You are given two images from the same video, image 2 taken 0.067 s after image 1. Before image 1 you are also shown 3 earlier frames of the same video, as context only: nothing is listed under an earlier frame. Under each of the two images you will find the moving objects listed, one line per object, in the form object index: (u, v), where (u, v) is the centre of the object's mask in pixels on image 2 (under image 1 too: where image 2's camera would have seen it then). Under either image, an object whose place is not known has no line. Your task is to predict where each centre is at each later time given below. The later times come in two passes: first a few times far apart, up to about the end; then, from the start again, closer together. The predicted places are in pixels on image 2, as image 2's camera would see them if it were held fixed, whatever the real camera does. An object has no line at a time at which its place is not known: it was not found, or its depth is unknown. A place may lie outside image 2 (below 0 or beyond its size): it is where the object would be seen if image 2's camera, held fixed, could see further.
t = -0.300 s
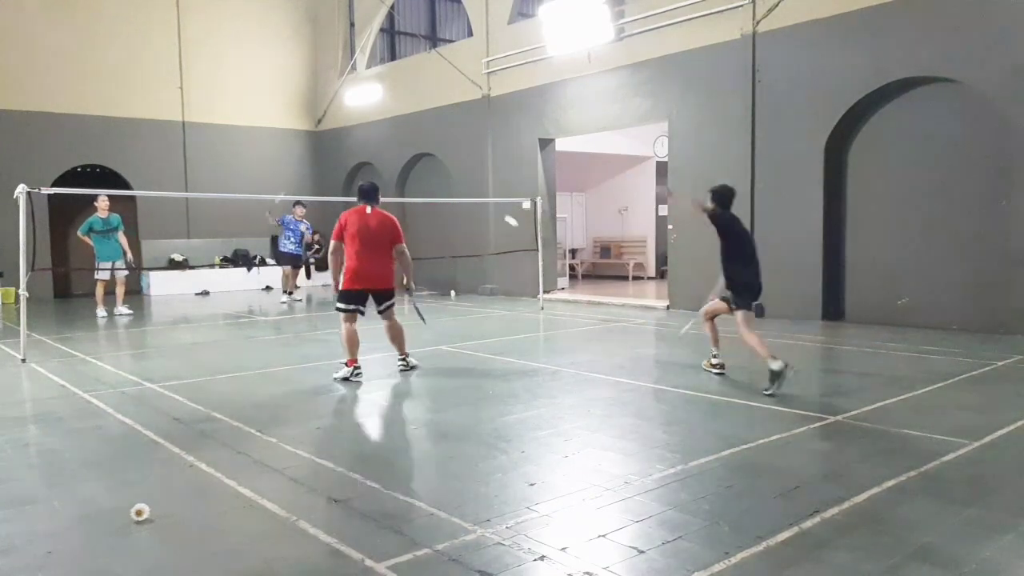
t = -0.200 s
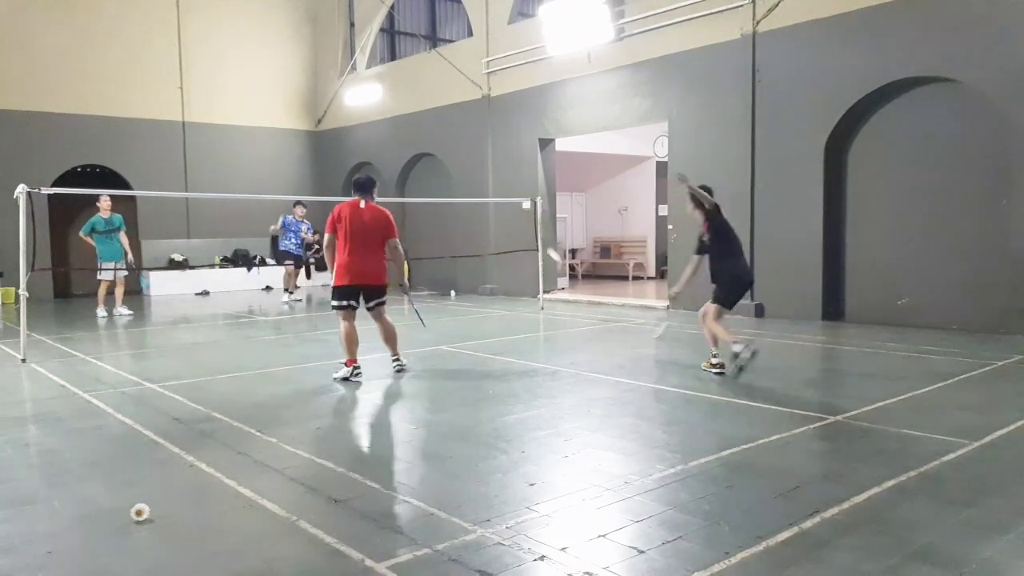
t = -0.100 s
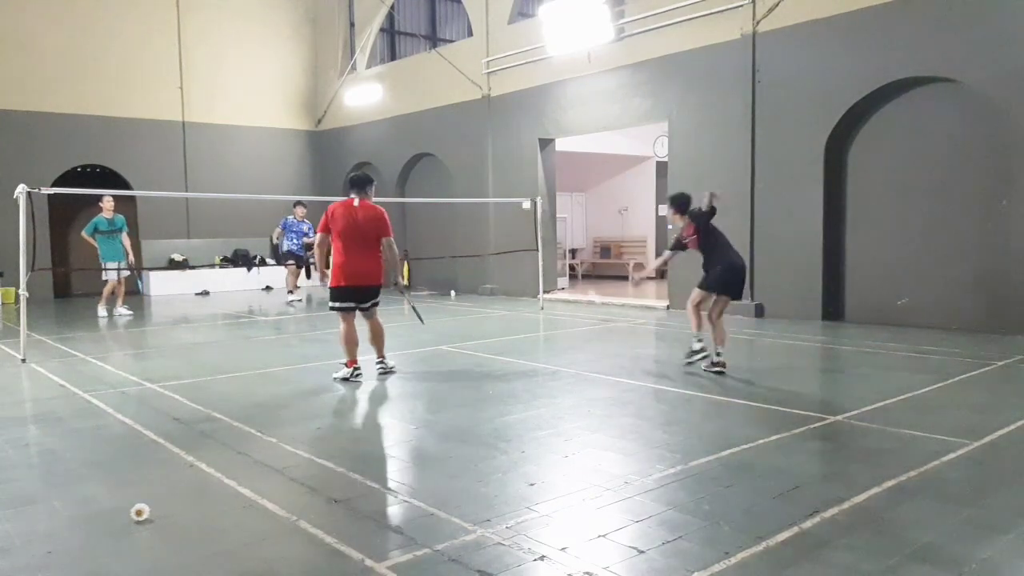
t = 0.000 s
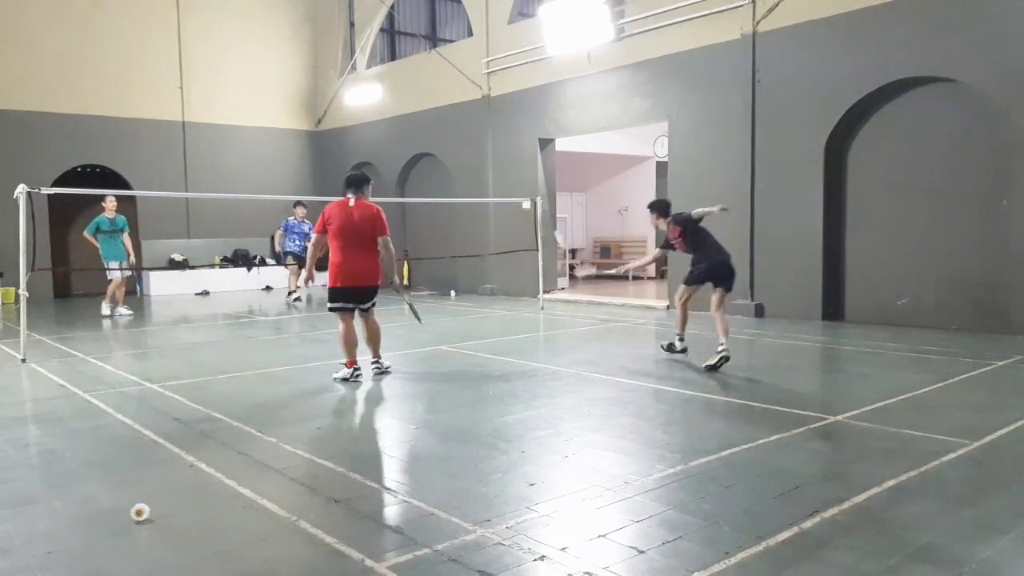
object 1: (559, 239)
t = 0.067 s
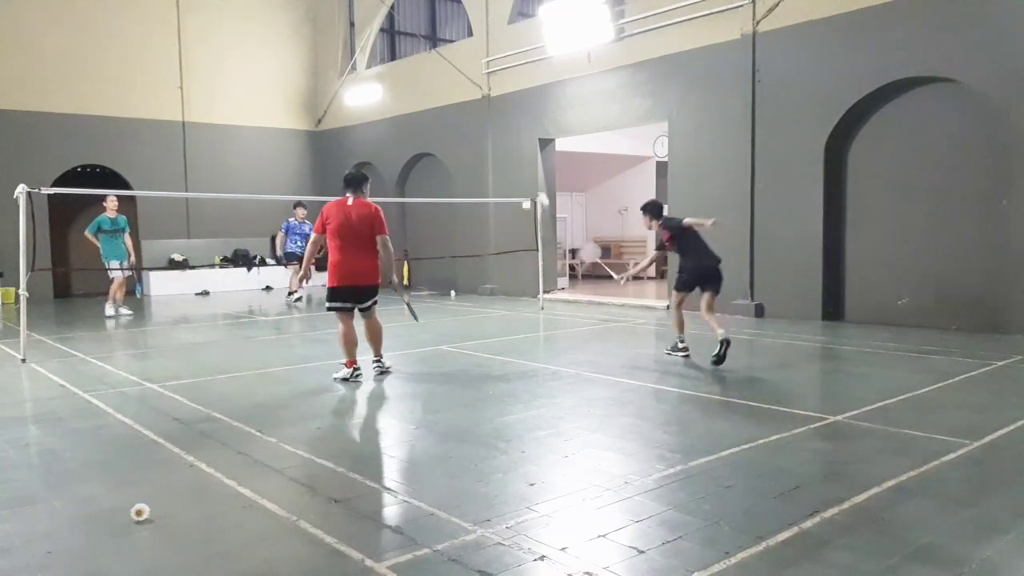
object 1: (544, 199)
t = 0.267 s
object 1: (497, 138)
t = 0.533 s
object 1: (463, 128)
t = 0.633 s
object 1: (454, 137)
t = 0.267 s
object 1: (497, 138)
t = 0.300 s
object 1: (491, 133)
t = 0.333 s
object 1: (487, 130)
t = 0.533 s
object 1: (463, 128)
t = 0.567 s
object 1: (460, 131)
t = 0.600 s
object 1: (457, 134)
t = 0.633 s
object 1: (454, 137)
